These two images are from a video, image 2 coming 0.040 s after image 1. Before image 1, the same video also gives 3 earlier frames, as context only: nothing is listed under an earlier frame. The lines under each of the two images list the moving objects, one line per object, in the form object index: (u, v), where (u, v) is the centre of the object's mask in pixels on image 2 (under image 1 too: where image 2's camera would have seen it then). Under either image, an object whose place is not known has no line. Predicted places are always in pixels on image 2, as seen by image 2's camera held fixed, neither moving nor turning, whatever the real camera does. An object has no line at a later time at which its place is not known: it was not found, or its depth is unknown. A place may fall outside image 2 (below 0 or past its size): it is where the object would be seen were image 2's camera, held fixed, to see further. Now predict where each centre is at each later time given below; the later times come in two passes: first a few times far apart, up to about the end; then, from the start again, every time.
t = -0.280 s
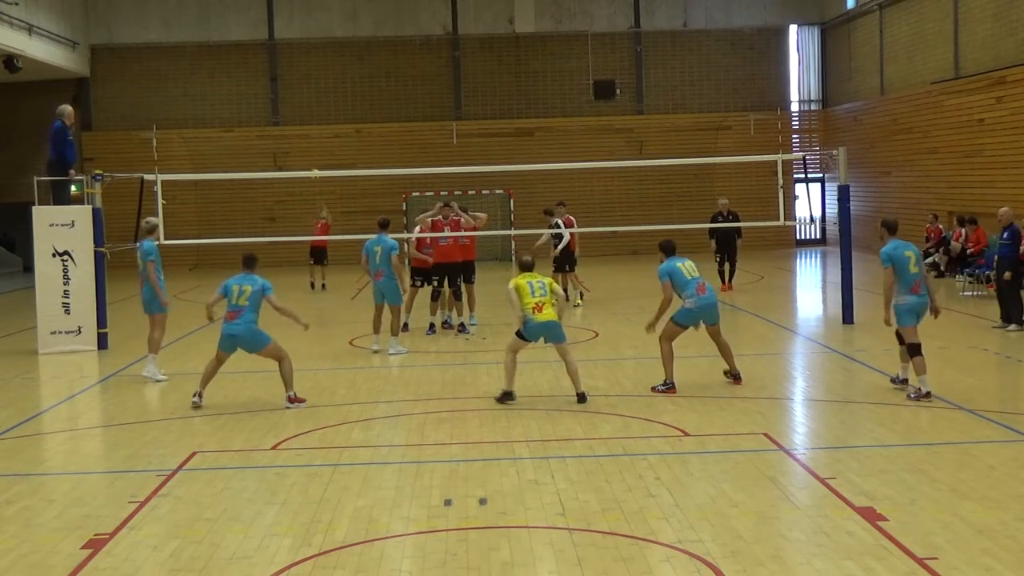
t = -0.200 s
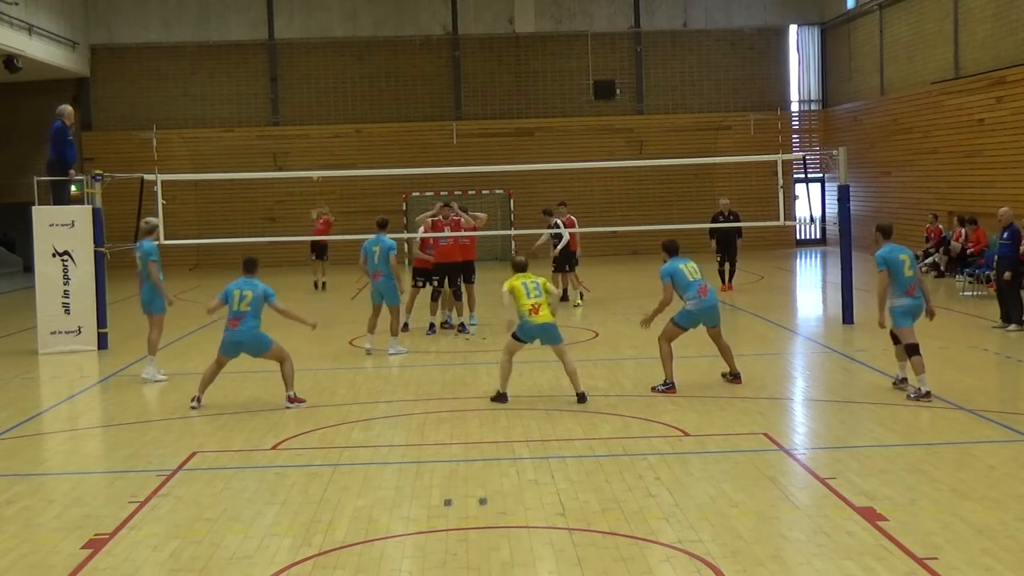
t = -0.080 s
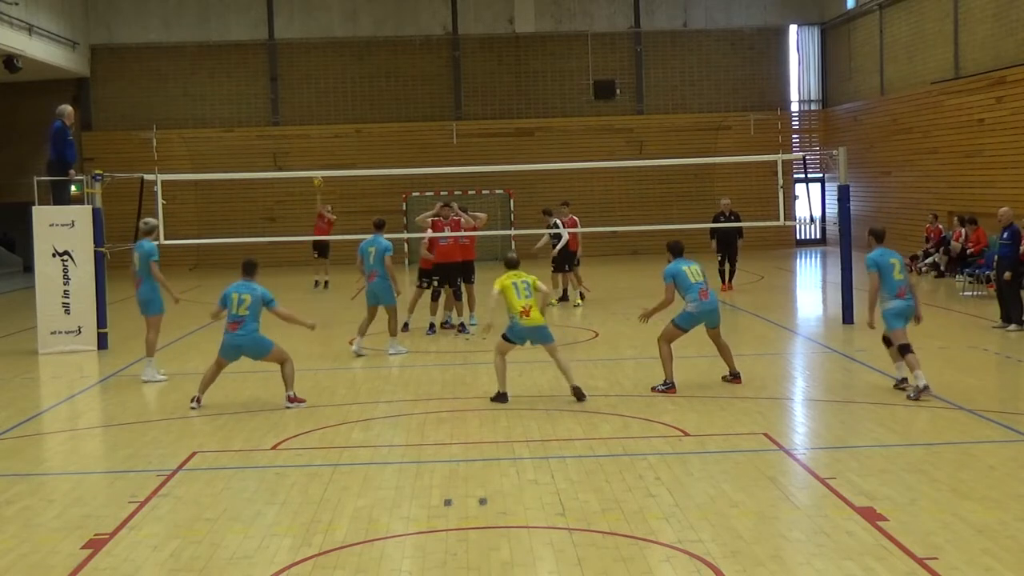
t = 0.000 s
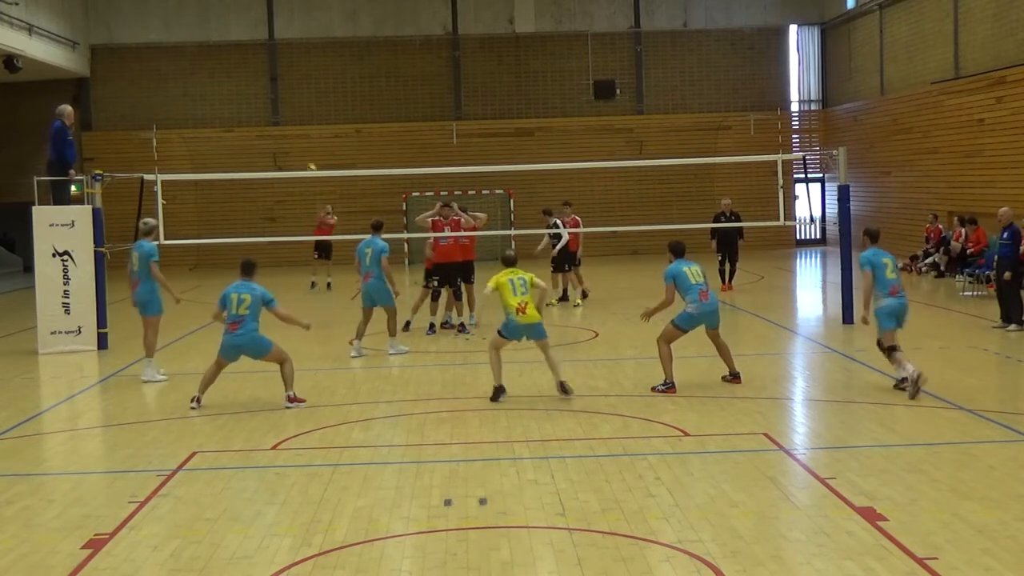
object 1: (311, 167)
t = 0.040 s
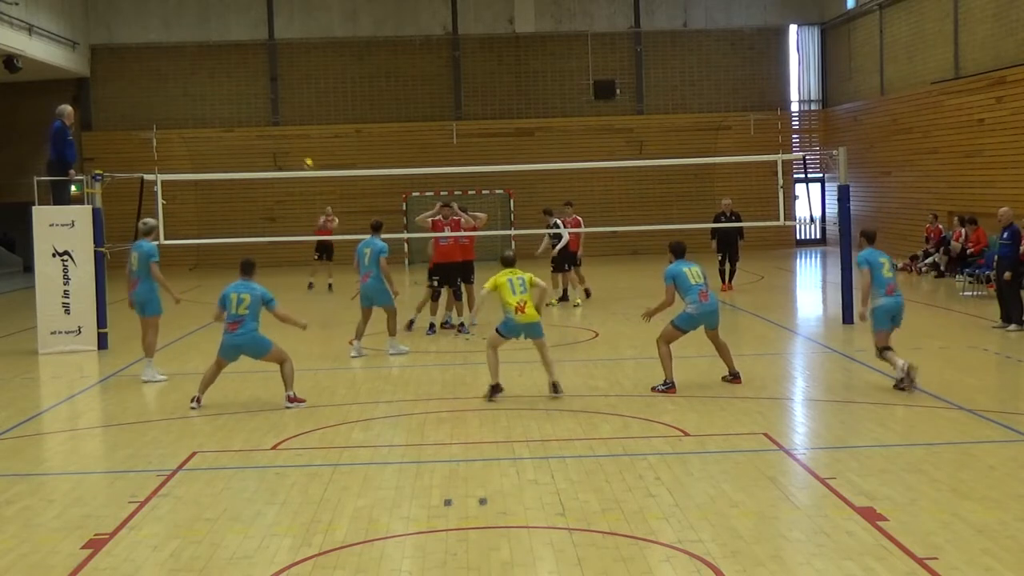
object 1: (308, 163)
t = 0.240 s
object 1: (288, 145)
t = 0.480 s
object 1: (261, 142)
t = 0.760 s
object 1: (229, 186)
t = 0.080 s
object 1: (304, 158)
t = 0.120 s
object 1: (301, 155)
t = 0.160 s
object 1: (296, 150)
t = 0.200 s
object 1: (292, 147)
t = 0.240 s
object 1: (288, 145)
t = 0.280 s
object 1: (284, 143)
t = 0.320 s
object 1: (279, 142)
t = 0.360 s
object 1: (275, 141)
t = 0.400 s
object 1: (270, 140)
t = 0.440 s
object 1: (266, 140)
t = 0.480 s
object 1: (261, 142)
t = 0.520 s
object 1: (257, 144)
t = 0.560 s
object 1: (253, 147)
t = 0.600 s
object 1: (248, 152)
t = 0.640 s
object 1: (244, 157)
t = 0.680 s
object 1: (240, 164)
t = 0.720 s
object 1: (234, 174)
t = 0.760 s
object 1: (229, 186)
